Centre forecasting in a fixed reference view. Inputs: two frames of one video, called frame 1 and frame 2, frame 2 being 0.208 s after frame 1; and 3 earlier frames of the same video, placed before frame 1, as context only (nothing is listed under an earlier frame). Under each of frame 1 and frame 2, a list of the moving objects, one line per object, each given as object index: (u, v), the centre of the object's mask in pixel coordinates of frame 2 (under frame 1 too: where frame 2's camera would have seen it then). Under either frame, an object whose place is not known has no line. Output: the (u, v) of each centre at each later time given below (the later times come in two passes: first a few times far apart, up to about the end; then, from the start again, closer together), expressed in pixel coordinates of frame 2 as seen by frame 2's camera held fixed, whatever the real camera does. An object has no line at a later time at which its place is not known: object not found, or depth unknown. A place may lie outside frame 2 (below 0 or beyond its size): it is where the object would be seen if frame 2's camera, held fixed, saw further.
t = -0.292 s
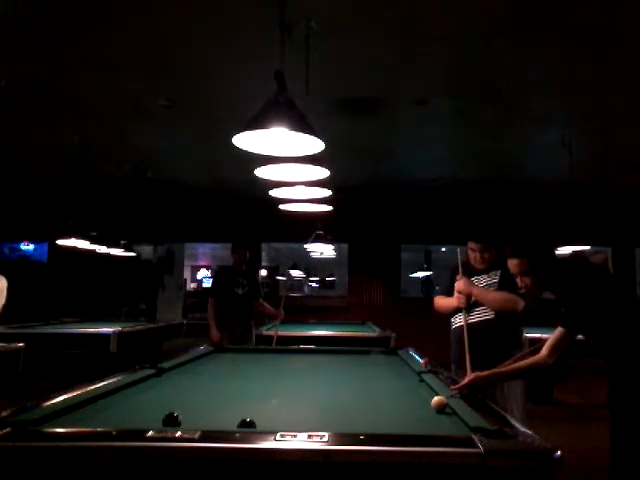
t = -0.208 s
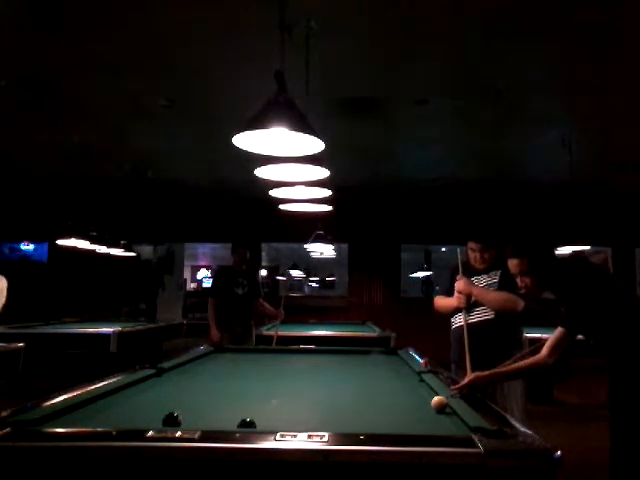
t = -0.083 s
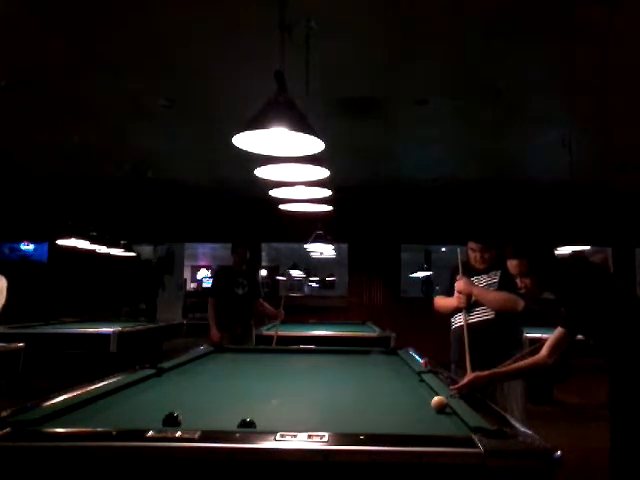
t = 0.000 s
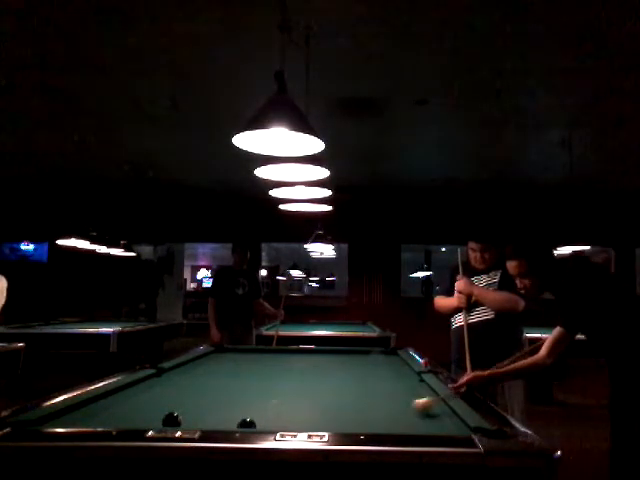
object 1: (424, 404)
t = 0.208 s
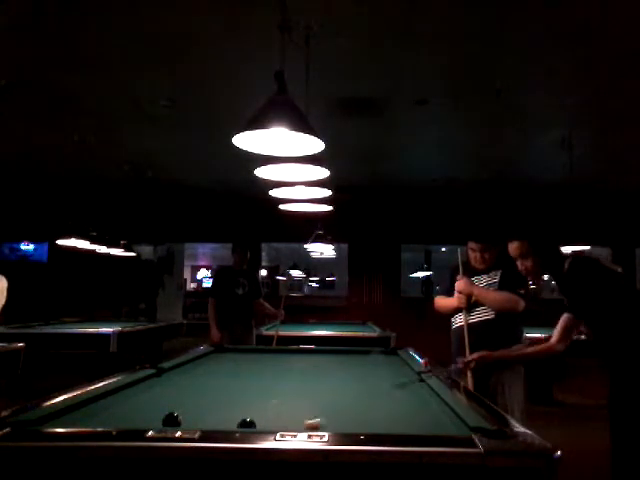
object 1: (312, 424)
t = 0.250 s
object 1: (295, 423)
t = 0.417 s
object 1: (246, 412)
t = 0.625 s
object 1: (193, 405)
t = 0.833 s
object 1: (151, 396)
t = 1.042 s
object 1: (121, 389)
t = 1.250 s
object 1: (160, 383)
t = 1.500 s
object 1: (198, 377)
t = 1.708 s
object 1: (225, 373)
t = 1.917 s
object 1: (247, 369)
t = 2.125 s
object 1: (268, 366)
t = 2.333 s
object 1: (286, 363)
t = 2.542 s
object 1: (302, 360)
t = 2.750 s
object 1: (316, 358)
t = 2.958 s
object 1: (329, 356)
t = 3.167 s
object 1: (341, 354)
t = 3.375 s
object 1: (351, 353)
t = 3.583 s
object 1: (360, 351)
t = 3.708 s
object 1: (365, 351)
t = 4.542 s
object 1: (390, 354)
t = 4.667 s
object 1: (388, 355)
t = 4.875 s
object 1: (385, 355)
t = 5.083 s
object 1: (381, 355)
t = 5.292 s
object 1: (378, 356)
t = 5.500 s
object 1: (375, 357)
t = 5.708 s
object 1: (372, 357)
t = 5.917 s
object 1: (370, 357)
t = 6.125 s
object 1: (367, 359)
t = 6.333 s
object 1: (366, 359)
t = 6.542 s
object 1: (364, 359)
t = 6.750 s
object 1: (362, 359)
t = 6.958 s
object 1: (361, 360)
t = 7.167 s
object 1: (361, 360)
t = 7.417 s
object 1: (360, 360)
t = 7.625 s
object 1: (359, 360)
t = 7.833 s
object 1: (359, 360)
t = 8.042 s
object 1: (359, 360)
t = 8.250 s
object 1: (359, 360)
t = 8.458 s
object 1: (359, 360)
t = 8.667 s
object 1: (359, 360)
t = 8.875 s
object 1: (359, 360)
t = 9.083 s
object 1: (359, 360)
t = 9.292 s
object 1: (359, 360)
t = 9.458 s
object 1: (359, 360)
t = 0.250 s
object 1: (295, 423)
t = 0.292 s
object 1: (282, 422)
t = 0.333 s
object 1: (270, 420)
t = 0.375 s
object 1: (259, 418)
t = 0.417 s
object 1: (246, 412)
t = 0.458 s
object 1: (234, 414)
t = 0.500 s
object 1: (224, 411)
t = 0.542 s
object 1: (214, 409)
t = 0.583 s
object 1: (204, 407)
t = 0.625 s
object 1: (193, 405)
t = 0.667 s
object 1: (184, 404)
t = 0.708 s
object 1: (175, 402)
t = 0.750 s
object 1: (167, 400)
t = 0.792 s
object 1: (160, 399)
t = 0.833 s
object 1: (151, 396)
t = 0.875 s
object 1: (143, 395)
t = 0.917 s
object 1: (136, 393)
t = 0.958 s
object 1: (129, 392)
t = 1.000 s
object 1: (121, 390)
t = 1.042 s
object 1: (121, 389)
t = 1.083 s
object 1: (130, 387)
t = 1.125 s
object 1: (138, 387)
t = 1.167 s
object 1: (146, 385)
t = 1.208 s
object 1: (153, 384)
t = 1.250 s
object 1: (160, 383)
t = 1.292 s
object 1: (167, 382)
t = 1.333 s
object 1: (174, 381)
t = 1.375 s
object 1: (181, 380)
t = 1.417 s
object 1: (187, 379)
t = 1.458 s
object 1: (192, 377)
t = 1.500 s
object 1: (198, 377)
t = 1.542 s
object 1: (204, 376)
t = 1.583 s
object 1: (209, 375)
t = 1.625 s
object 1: (215, 375)
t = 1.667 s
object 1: (220, 374)
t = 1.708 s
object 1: (225, 373)
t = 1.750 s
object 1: (230, 372)
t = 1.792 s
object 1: (234, 372)
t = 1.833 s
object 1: (239, 371)
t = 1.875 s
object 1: (243, 370)
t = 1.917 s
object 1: (247, 369)
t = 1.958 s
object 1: (252, 369)
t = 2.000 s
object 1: (256, 368)
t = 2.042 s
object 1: (261, 367)
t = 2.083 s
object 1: (265, 367)
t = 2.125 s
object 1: (268, 366)
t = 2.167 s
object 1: (272, 365)
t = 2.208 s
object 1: (276, 365)
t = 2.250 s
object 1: (279, 364)
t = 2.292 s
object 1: (283, 364)
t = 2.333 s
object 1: (286, 363)
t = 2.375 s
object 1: (289, 362)
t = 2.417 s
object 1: (293, 362)
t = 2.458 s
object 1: (296, 361)
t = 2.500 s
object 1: (299, 361)
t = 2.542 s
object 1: (302, 360)
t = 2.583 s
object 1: (305, 360)
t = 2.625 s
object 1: (308, 360)
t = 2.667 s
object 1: (311, 359)
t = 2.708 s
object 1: (314, 359)
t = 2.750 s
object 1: (316, 358)
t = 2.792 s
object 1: (319, 358)
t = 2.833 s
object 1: (322, 357)
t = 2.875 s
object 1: (324, 357)
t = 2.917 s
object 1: (327, 357)
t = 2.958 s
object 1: (329, 356)
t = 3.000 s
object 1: (331, 356)
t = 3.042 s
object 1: (334, 355)
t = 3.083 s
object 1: (336, 355)
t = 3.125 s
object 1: (338, 354)
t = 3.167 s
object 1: (341, 354)
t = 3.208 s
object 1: (343, 354)
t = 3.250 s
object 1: (345, 353)
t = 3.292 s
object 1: (347, 353)
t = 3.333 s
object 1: (349, 353)
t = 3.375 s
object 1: (351, 353)
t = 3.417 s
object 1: (353, 352)
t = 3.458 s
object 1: (354, 352)
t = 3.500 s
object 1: (357, 351)
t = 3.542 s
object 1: (358, 351)
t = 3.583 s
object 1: (360, 351)
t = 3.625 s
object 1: (362, 351)
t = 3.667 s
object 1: (364, 351)
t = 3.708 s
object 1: (365, 351)
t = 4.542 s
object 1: (390, 354)
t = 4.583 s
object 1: (390, 354)
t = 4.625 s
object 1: (389, 355)
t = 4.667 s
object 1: (388, 355)
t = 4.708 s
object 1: (388, 355)
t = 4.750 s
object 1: (387, 355)
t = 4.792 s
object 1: (386, 355)
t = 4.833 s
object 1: (385, 355)
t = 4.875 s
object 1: (385, 355)
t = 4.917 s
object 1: (384, 355)
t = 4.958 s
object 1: (384, 355)
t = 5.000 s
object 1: (382, 355)
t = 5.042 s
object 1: (382, 355)
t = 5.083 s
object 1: (381, 355)
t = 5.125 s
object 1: (380, 356)
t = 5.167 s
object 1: (380, 356)
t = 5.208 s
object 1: (379, 356)
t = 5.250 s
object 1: (378, 356)
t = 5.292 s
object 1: (378, 356)
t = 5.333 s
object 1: (377, 356)
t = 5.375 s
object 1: (377, 356)
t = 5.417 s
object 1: (376, 357)
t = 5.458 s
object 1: (376, 356)
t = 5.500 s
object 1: (375, 357)
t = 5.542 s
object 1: (375, 357)
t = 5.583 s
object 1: (374, 357)
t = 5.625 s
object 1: (373, 357)
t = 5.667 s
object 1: (373, 357)
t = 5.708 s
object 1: (372, 357)
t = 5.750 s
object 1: (372, 357)
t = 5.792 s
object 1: (371, 357)
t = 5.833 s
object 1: (370, 357)
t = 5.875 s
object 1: (370, 357)
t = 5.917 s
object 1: (370, 357)
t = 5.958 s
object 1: (369, 358)
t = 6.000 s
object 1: (369, 358)
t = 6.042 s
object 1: (368, 358)
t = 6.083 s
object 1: (368, 358)
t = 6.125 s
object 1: (367, 359)
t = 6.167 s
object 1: (367, 358)
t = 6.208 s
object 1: (367, 359)
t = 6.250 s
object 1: (366, 359)
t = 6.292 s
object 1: (366, 359)
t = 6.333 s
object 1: (366, 359)
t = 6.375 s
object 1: (365, 359)
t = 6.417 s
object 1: (365, 359)
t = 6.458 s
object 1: (365, 359)
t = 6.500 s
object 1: (364, 359)
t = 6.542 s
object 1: (364, 359)
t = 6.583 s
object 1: (364, 359)
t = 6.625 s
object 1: (363, 359)
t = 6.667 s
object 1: (363, 359)
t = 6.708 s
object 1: (363, 359)
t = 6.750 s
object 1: (362, 359)
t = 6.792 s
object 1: (362, 359)
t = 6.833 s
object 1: (362, 359)
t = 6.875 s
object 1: (362, 359)
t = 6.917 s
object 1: (361, 360)
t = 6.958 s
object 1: (361, 360)
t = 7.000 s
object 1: (361, 360)
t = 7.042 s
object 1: (361, 360)
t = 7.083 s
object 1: (361, 360)
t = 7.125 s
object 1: (361, 360)
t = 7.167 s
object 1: (361, 360)
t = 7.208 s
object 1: (361, 360)
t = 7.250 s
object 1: (360, 360)
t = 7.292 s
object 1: (360, 360)
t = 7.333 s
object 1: (360, 360)
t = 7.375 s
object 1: (360, 360)
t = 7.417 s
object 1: (360, 360)
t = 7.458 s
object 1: (360, 360)
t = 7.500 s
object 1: (360, 360)
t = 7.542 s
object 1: (360, 360)
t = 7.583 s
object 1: (359, 360)
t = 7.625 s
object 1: (359, 360)
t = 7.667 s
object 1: (359, 360)
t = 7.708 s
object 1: (359, 360)
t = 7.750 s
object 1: (359, 360)
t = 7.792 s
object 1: (359, 360)
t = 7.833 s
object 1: (359, 360)
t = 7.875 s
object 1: (359, 360)
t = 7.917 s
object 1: (359, 360)
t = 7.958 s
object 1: (359, 360)
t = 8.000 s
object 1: (359, 360)
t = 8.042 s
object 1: (359, 360)
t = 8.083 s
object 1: (359, 360)
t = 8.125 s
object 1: (359, 360)
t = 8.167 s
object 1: (359, 360)
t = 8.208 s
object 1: (359, 360)
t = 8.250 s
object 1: (359, 360)
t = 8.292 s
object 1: (359, 360)
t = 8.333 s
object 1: (359, 360)
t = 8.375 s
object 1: (359, 360)
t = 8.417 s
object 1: (359, 360)
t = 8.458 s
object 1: (359, 360)
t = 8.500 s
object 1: (359, 360)
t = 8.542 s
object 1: (359, 360)
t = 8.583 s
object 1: (359, 360)
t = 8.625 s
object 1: (359, 360)
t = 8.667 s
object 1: (359, 360)
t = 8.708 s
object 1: (359, 360)
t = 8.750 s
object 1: (359, 360)
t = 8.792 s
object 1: (359, 360)
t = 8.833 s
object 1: (359, 360)
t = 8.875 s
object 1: (359, 360)
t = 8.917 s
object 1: (359, 360)
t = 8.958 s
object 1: (359, 360)
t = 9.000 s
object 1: (359, 360)
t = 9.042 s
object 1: (359, 360)
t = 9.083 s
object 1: (359, 360)
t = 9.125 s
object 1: (359, 360)
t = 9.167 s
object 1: (359, 360)
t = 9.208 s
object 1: (359, 360)
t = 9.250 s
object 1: (359, 360)
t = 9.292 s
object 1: (359, 360)
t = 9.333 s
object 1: (359, 360)
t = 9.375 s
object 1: (359, 360)
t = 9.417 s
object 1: (359, 360)
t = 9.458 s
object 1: (359, 360)
